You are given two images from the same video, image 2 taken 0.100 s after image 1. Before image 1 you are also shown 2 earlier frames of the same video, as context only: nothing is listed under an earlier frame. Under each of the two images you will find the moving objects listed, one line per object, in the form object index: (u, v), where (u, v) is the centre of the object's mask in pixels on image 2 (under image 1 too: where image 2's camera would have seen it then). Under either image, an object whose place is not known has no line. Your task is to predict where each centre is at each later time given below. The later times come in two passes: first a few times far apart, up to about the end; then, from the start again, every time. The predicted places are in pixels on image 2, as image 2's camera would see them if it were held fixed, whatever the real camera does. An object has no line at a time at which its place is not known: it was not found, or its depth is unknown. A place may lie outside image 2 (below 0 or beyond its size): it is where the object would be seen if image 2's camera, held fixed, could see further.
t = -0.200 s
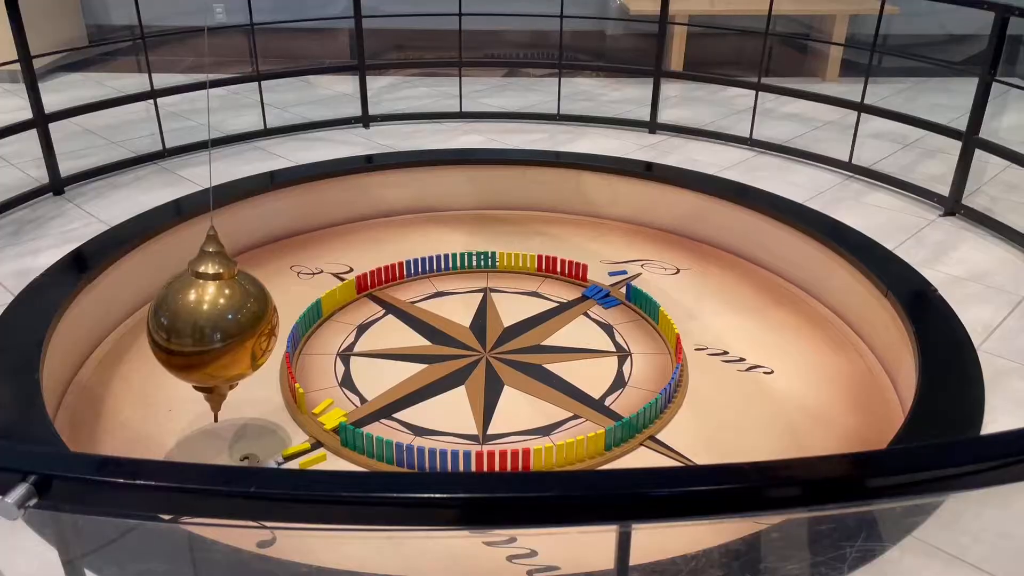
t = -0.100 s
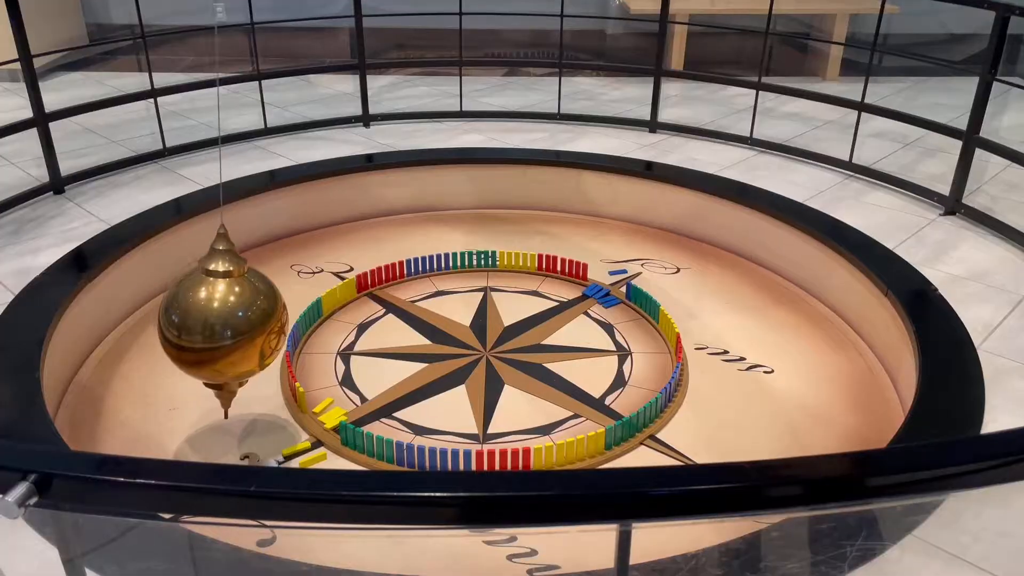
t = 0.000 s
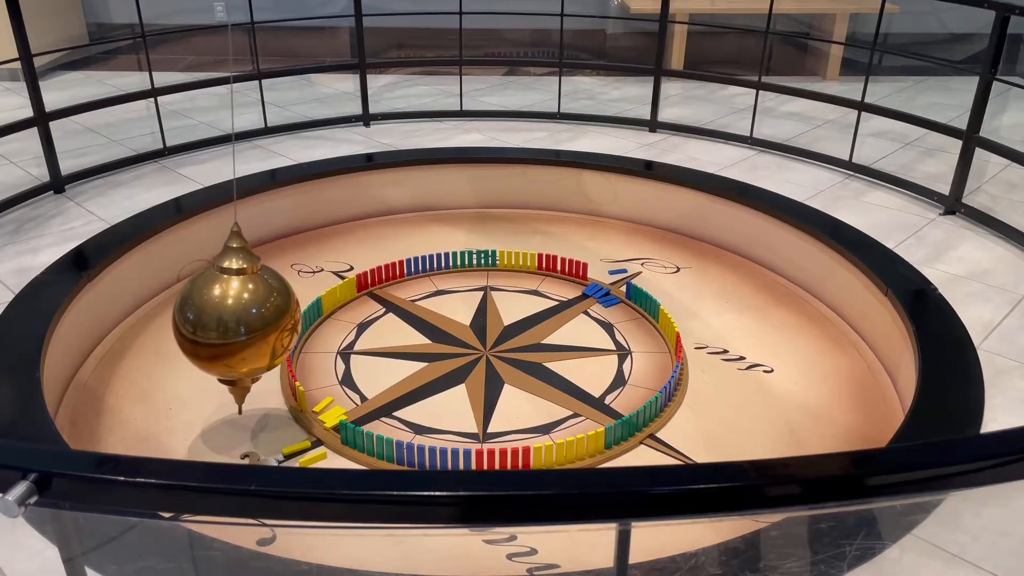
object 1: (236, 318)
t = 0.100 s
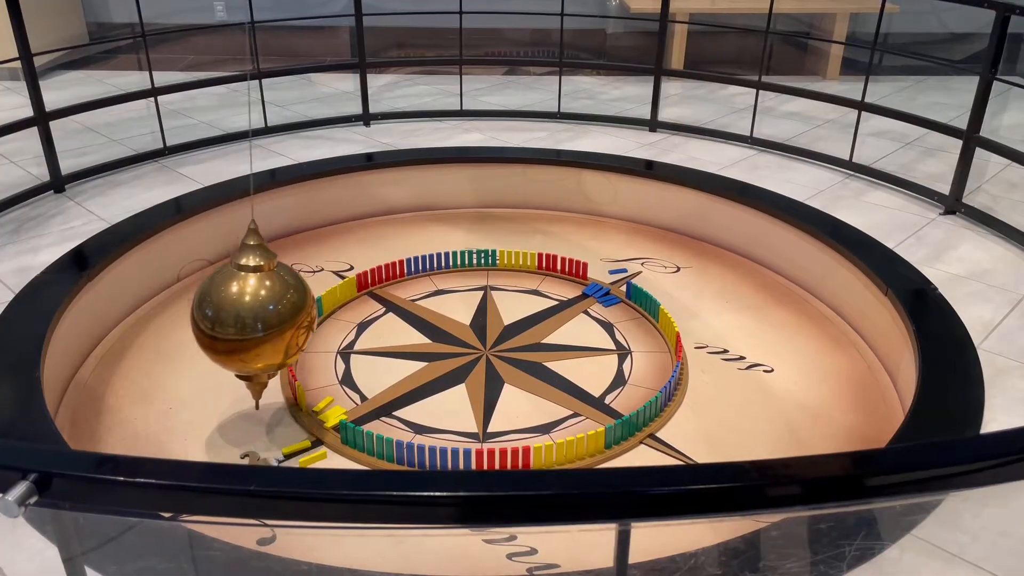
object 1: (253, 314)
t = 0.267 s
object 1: (288, 309)
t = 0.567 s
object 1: (363, 289)
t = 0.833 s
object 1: (430, 273)
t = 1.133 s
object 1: (506, 251)
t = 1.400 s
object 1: (566, 232)
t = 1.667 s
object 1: (614, 214)
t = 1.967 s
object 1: (654, 197)
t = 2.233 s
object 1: (674, 189)
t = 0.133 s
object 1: (260, 313)
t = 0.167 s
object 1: (266, 312)
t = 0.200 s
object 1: (273, 311)
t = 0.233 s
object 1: (280, 309)
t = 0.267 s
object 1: (288, 309)
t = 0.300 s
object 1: (296, 305)
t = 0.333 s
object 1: (304, 304)
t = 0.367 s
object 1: (312, 302)
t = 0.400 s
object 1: (320, 300)
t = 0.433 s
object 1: (328, 298)
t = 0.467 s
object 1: (337, 296)
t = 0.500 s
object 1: (345, 294)
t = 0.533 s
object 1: (354, 292)
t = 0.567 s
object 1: (363, 289)
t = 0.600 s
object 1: (367, 289)
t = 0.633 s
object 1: (376, 286)
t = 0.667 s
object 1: (385, 284)
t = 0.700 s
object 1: (394, 282)
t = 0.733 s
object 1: (403, 280)
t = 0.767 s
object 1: (412, 277)
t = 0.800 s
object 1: (421, 275)
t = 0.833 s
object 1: (430, 273)
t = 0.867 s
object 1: (438, 271)
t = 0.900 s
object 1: (447, 268)
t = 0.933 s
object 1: (456, 266)
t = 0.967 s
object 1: (465, 263)
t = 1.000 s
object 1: (473, 260)
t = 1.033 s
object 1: (482, 258)
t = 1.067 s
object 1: (490, 255)
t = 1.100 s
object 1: (498, 254)
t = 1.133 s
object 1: (506, 251)
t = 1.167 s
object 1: (514, 248)
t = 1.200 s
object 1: (522, 246)
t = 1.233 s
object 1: (530, 244)
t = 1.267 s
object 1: (537, 241)
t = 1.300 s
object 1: (545, 239)
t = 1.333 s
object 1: (552, 237)
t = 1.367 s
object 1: (559, 234)
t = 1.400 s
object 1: (566, 232)
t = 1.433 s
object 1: (572, 230)
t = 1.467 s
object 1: (579, 227)
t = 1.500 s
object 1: (585, 225)
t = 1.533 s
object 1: (592, 223)
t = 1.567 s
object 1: (598, 220)
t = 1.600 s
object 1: (603, 218)
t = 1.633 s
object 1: (609, 216)
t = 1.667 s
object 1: (614, 214)
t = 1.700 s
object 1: (619, 212)
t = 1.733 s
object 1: (624, 210)
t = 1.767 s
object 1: (630, 208)
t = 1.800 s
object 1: (634, 206)
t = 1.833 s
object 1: (638, 204)
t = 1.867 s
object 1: (643, 202)
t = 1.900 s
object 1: (647, 200)
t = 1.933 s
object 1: (651, 199)
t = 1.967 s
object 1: (654, 197)
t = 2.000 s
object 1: (657, 196)
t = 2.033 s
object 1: (660, 195)
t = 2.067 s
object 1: (663, 194)
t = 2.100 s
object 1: (666, 193)
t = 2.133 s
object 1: (668, 192)
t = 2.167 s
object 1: (670, 191)
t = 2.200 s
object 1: (672, 190)
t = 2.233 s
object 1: (674, 189)
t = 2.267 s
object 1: (675, 189)
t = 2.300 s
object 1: (676, 188)
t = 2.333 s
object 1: (678, 188)
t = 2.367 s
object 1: (678, 187)
